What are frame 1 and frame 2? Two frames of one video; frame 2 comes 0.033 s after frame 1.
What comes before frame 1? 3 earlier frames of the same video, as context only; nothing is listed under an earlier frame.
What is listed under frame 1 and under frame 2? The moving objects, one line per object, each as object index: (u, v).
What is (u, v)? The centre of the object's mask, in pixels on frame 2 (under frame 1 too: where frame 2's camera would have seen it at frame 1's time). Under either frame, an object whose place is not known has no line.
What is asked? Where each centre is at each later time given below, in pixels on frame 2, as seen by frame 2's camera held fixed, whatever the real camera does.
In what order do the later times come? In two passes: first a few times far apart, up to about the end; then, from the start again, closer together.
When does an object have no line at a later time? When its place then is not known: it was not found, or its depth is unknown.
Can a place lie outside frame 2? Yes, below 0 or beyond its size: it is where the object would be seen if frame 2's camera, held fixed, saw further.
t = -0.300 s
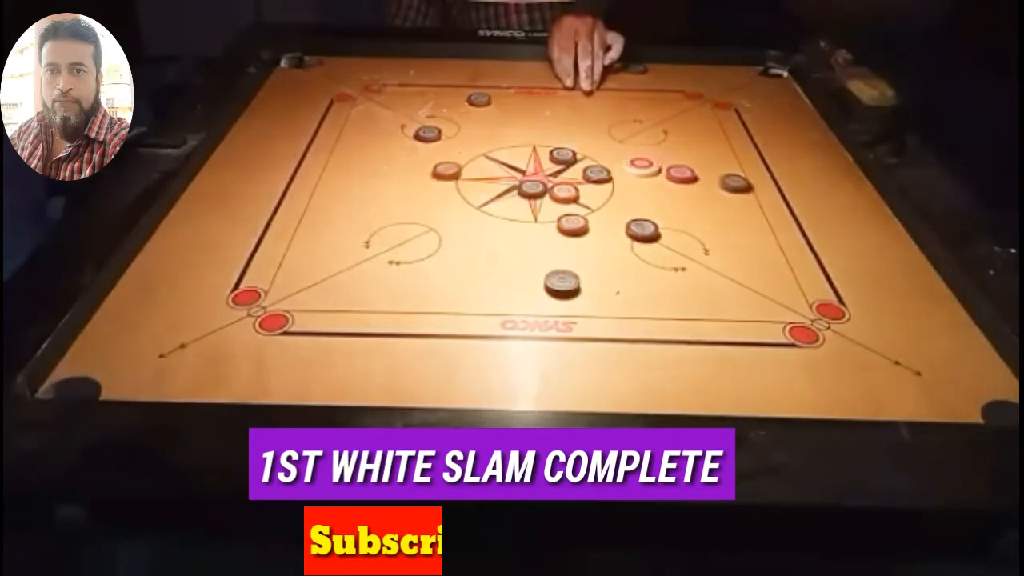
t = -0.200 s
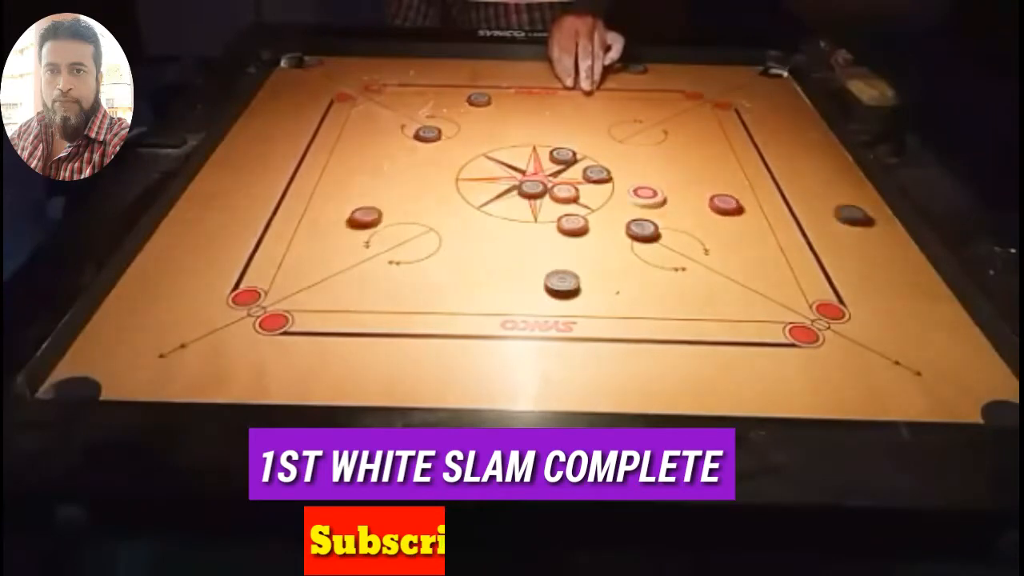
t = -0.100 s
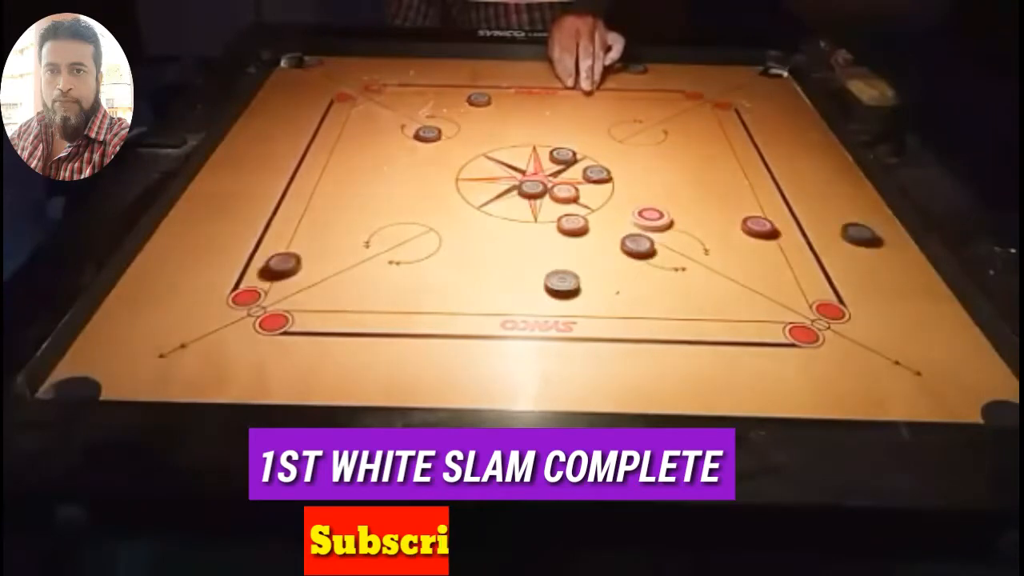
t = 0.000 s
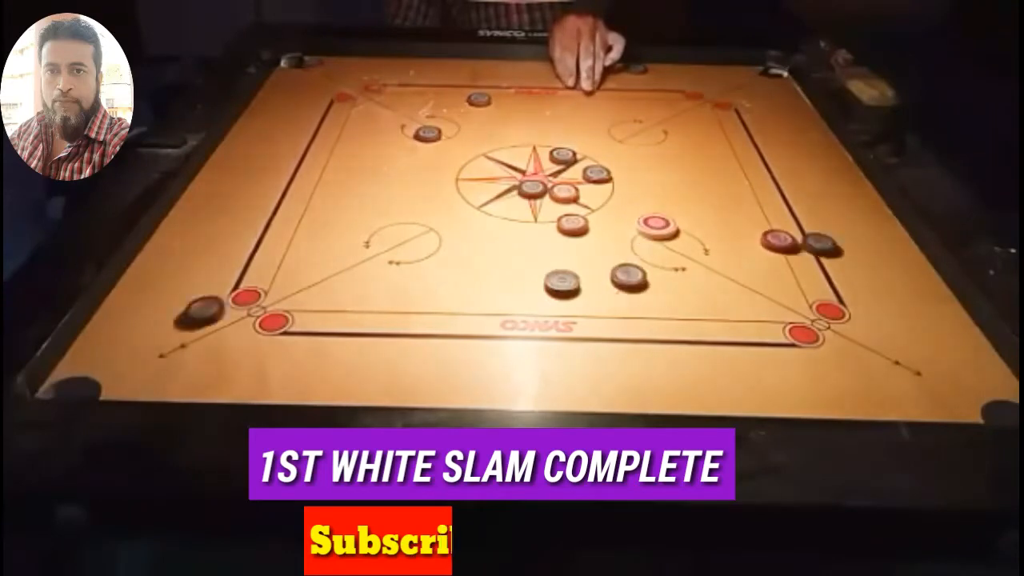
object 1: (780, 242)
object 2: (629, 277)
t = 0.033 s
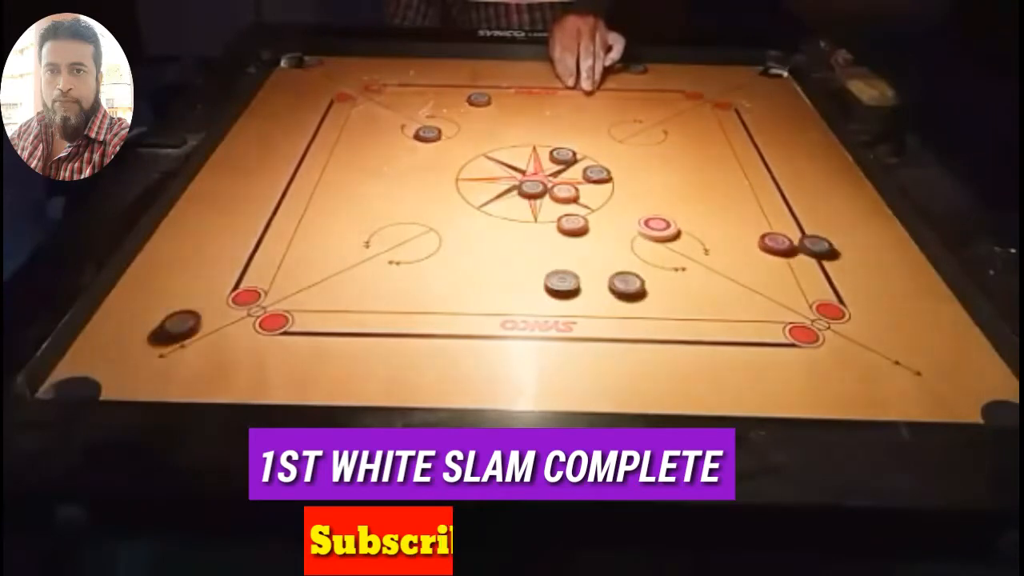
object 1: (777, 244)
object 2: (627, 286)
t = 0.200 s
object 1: (761, 250)
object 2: (622, 305)
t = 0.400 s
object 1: (760, 250)
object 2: (622, 305)
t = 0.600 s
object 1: (761, 250)
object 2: (622, 305)
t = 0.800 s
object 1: (760, 250)
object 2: (622, 305)
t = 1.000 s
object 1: (760, 250)
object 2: (622, 305)
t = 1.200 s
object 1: (760, 249)
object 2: (622, 305)
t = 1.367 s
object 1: (760, 249)
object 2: (622, 305)
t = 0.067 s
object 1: (771, 247)
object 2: (625, 293)
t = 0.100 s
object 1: (766, 249)
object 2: (624, 298)
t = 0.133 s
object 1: (763, 250)
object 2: (623, 303)
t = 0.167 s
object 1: (761, 250)
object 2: (622, 305)
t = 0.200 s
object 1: (761, 250)
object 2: (622, 305)
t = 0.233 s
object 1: (761, 250)
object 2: (622, 304)
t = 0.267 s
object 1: (761, 250)
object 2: (622, 304)
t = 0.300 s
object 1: (761, 250)
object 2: (622, 304)
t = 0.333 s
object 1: (761, 250)
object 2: (622, 304)
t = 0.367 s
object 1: (761, 250)
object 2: (622, 304)
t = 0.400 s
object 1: (760, 250)
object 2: (622, 305)
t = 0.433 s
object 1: (761, 250)
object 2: (622, 305)
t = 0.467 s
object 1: (761, 250)
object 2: (622, 304)
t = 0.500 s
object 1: (760, 250)
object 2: (622, 305)
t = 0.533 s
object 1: (761, 250)
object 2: (622, 304)
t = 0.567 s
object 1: (761, 250)
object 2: (622, 305)
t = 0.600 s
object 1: (761, 250)
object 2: (622, 305)
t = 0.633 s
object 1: (761, 250)
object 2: (622, 305)
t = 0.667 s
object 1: (761, 250)
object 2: (622, 305)
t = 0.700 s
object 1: (761, 250)
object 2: (622, 305)
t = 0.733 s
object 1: (761, 250)
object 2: (622, 305)
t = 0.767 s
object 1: (760, 250)
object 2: (622, 305)
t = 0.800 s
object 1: (760, 250)
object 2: (622, 305)
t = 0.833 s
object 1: (760, 250)
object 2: (622, 305)
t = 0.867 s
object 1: (760, 249)
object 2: (622, 305)
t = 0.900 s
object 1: (760, 250)
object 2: (622, 305)
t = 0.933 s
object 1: (760, 250)
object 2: (622, 305)
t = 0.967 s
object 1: (760, 250)
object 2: (622, 305)
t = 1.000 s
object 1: (760, 250)
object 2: (622, 305)
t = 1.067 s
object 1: (760, 249)
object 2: (622, 305)
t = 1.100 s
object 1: (760, 249)
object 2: (622, 305)
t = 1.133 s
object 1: (760, 249)
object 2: (622, 305)
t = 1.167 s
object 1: (760, 249)
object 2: (622, 305)
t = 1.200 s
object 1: (760, 249)
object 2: (622, 305)
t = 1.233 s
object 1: (760, 249)
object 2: (622, 305)
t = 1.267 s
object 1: (760, 249)
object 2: (622, 305)
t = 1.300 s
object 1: (760, 249)
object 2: (622, 305)
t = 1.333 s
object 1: (760, 249)
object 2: (622, 305)
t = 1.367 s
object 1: (760, 249)
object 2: (622, 305)
